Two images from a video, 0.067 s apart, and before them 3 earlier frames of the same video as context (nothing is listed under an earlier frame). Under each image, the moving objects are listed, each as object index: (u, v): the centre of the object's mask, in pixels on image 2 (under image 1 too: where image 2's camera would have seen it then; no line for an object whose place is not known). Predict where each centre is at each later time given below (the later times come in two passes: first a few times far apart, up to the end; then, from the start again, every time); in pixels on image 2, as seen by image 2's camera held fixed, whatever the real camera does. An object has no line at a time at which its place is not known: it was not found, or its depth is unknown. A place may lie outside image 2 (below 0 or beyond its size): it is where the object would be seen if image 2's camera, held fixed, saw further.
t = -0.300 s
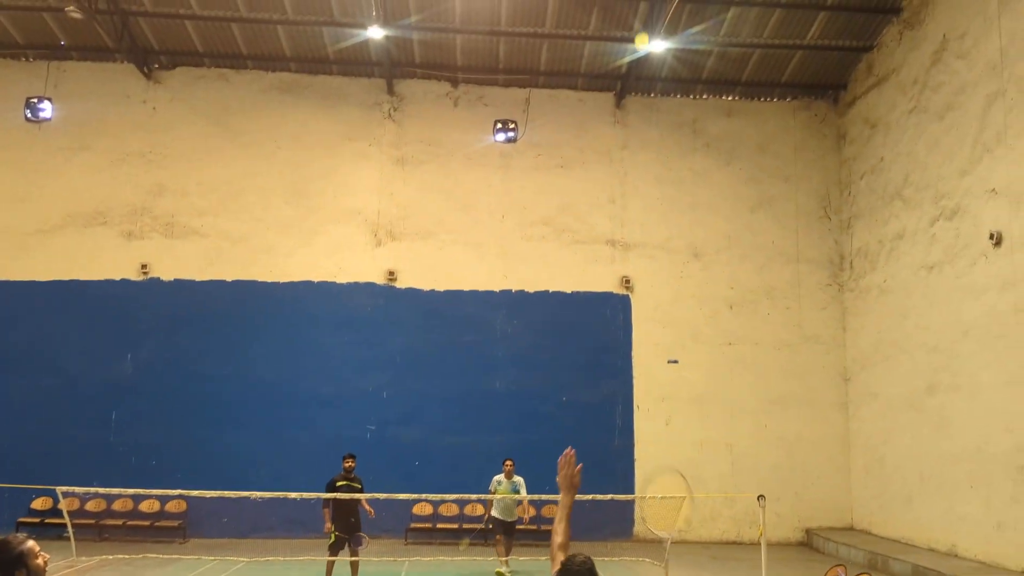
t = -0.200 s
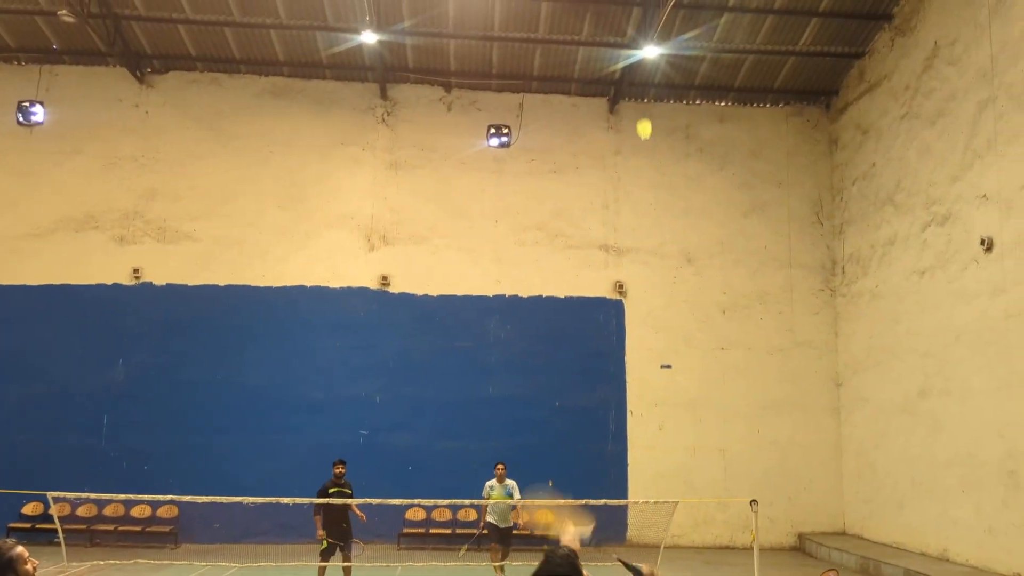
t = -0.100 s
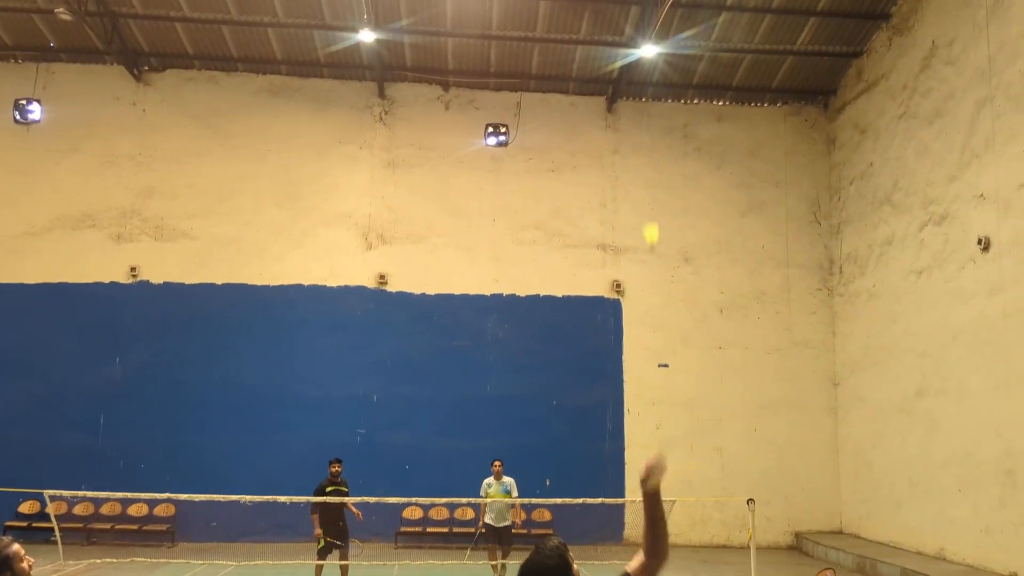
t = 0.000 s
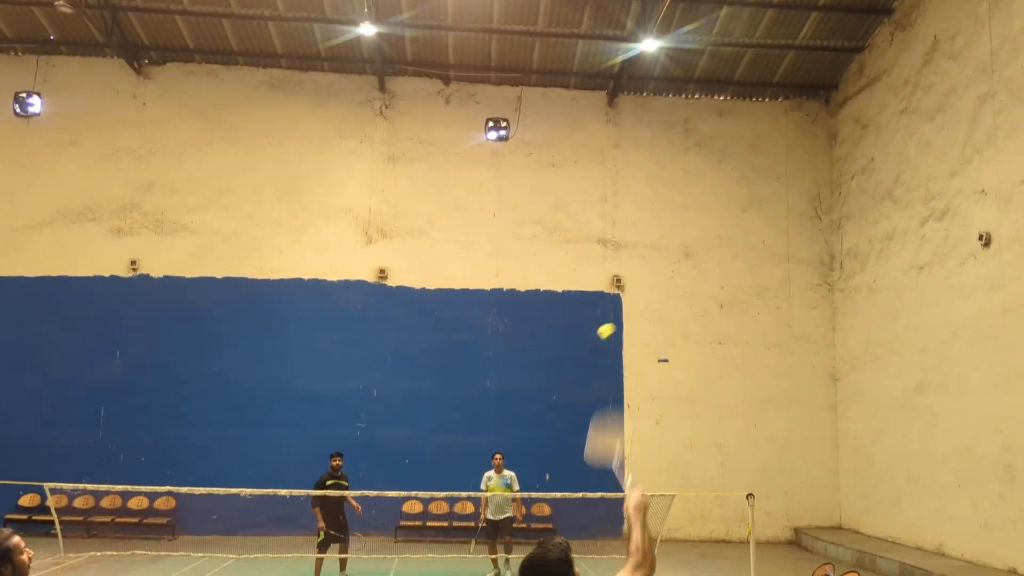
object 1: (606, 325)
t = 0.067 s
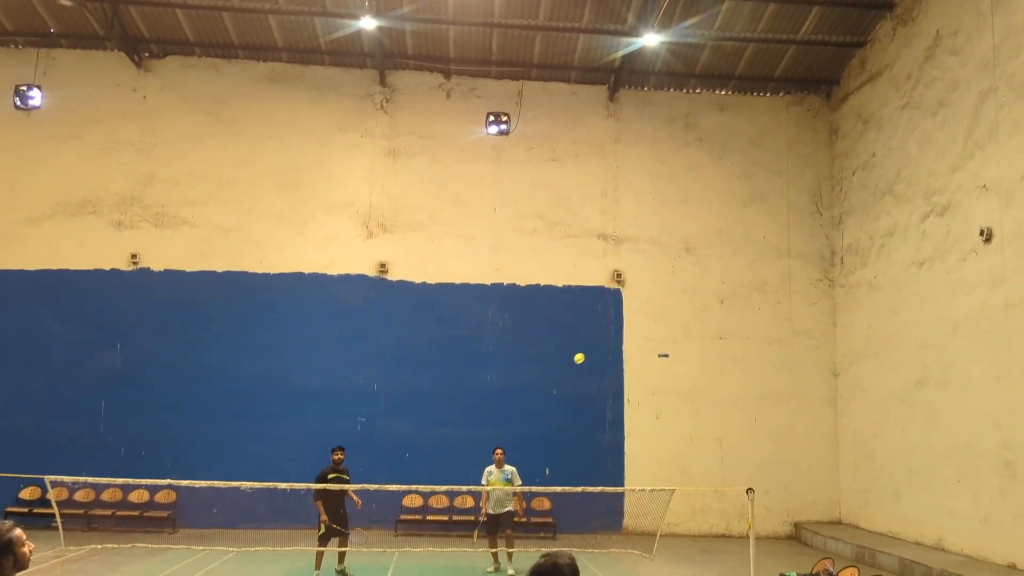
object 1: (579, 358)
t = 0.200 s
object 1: (557, 393)
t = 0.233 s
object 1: (554, 400)
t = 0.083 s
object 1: (575, 364)
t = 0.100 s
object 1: (571, 369)
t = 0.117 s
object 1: (569, 373)
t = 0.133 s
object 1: (566, 378)
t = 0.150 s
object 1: (563, 382)
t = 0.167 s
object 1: (560, 386)
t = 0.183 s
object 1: (559, 389)
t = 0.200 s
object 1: (557, 393)
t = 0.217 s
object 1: (556, 397)
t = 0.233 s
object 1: (554, 400)
